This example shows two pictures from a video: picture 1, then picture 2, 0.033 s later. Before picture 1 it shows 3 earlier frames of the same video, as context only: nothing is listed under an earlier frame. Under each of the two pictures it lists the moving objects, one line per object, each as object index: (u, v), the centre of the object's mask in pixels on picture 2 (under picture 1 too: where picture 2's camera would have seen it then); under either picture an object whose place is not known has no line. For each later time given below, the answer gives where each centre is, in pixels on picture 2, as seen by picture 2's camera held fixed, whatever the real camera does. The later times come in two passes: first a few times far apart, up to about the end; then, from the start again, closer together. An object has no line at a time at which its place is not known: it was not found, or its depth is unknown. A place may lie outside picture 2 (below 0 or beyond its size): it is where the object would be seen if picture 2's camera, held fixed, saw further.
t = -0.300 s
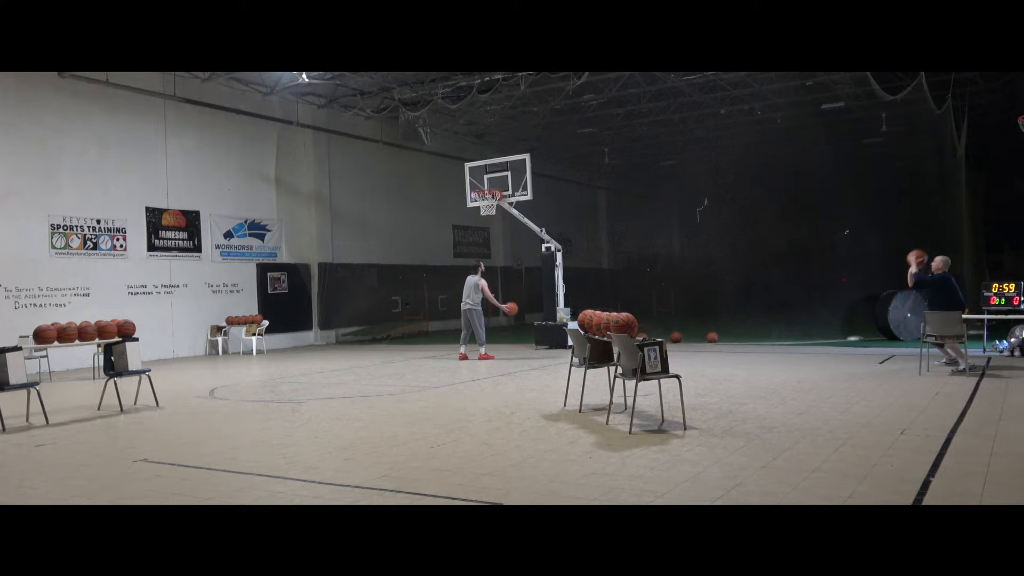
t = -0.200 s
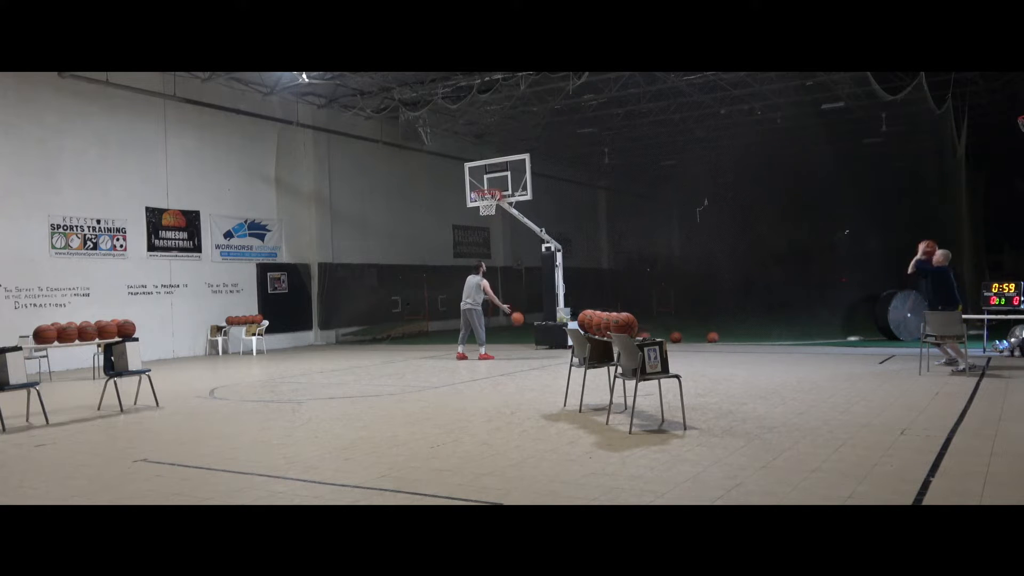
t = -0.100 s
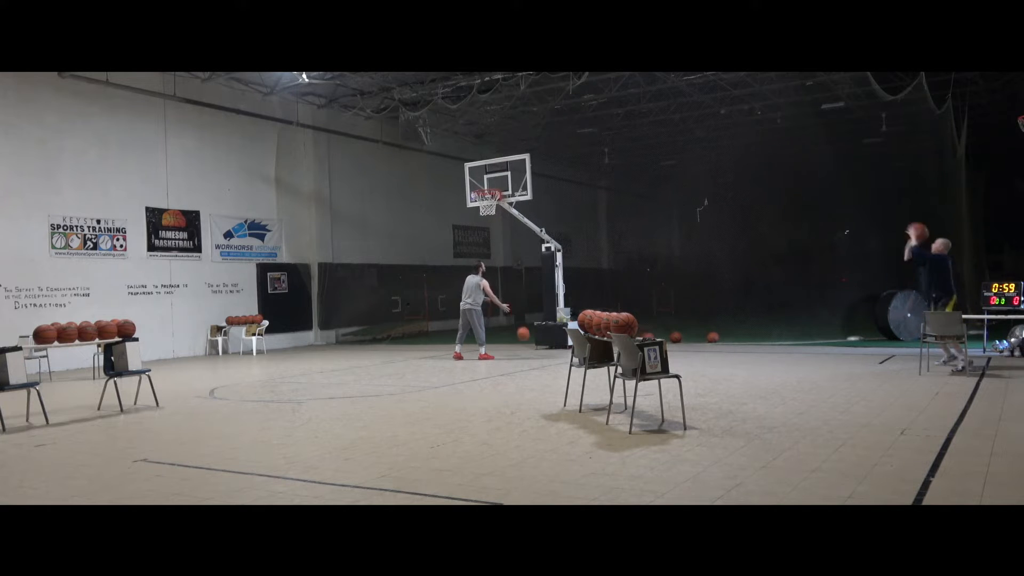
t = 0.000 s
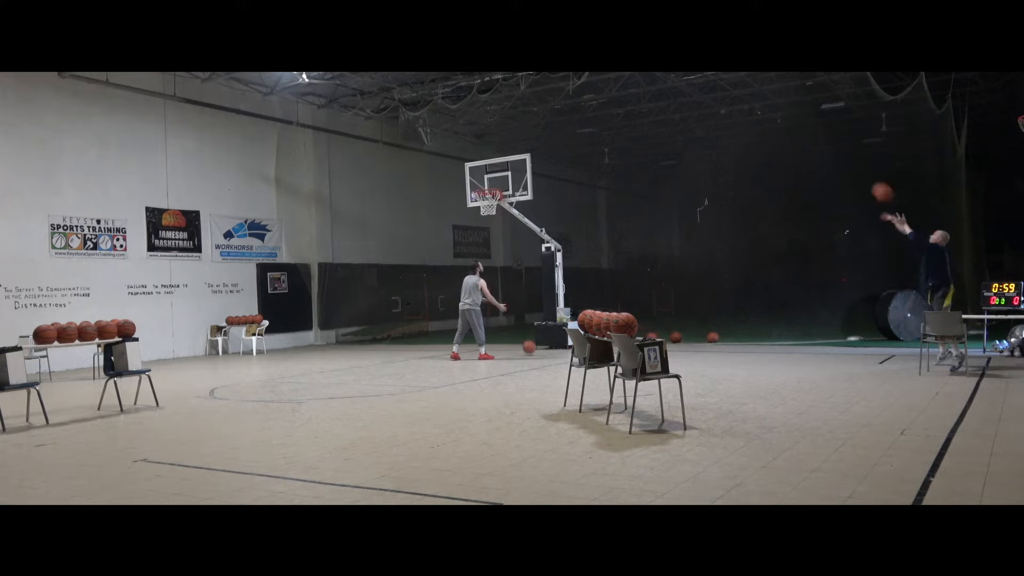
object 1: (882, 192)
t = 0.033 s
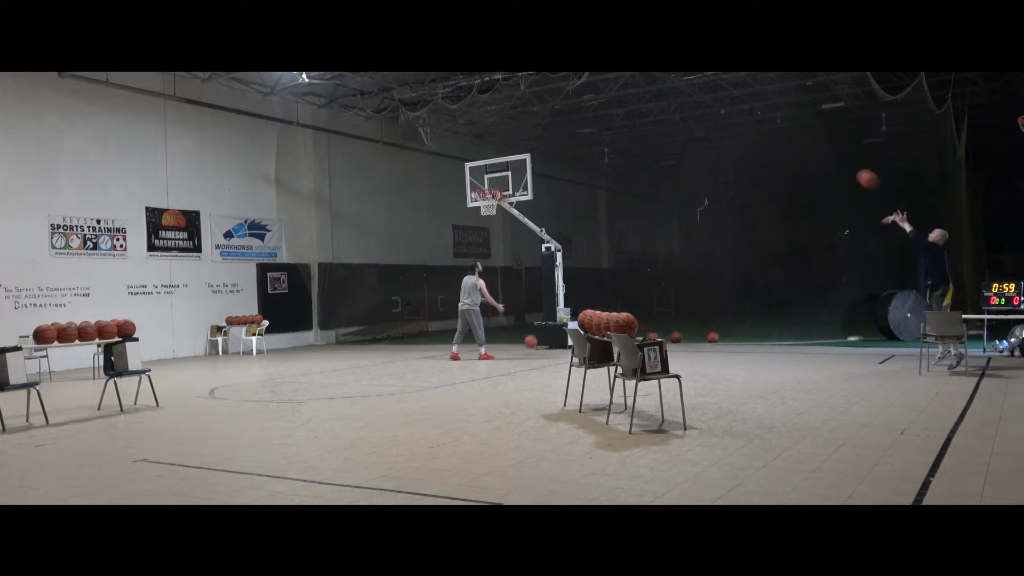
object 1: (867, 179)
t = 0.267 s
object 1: (770, 111)
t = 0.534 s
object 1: (674, 82)
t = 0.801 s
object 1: (591, 97)
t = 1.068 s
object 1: (518, 149)
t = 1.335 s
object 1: (497, 206)
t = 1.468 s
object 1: (496, 208)
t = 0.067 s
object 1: (853, 166)
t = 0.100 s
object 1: (838, 155)
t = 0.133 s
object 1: (824, 144)
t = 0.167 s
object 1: (810, 135)
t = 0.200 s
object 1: (796, 126)
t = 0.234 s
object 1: (783, 118)
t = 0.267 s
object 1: (770, 111)
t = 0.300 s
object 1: (757, 105)
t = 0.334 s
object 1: (744, 99)
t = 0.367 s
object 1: (732, 95)
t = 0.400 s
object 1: (720, 91)
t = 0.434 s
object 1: (708, 88)
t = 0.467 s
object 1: (697, 85)
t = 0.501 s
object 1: (685, 83)
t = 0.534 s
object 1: (674, 82)
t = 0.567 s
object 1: (663, 82)
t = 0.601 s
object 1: (652, 82)
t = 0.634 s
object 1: (641, 83)
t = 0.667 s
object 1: (631, 84)
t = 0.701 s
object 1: (621, 87)
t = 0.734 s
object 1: (611, 90)
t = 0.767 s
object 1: (601, 93)
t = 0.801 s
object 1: (591, 97)
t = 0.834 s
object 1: (581, 102)
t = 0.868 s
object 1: (571, 107)
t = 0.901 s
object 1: (562, 113)
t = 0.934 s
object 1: (553, 119)
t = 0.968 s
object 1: (544, 126)
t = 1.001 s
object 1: (535, 133)
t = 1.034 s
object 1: (526, 140)
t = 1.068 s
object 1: (518, 149)
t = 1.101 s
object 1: (509, 157)
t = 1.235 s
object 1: (484, 193)
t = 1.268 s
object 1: (488, 198)
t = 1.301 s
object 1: (496, 207)
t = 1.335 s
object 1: (497, 206)
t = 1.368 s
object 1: (496, 209)
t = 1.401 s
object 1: (496, 208)
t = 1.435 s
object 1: (496, 208)
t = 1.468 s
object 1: (496, 208)
